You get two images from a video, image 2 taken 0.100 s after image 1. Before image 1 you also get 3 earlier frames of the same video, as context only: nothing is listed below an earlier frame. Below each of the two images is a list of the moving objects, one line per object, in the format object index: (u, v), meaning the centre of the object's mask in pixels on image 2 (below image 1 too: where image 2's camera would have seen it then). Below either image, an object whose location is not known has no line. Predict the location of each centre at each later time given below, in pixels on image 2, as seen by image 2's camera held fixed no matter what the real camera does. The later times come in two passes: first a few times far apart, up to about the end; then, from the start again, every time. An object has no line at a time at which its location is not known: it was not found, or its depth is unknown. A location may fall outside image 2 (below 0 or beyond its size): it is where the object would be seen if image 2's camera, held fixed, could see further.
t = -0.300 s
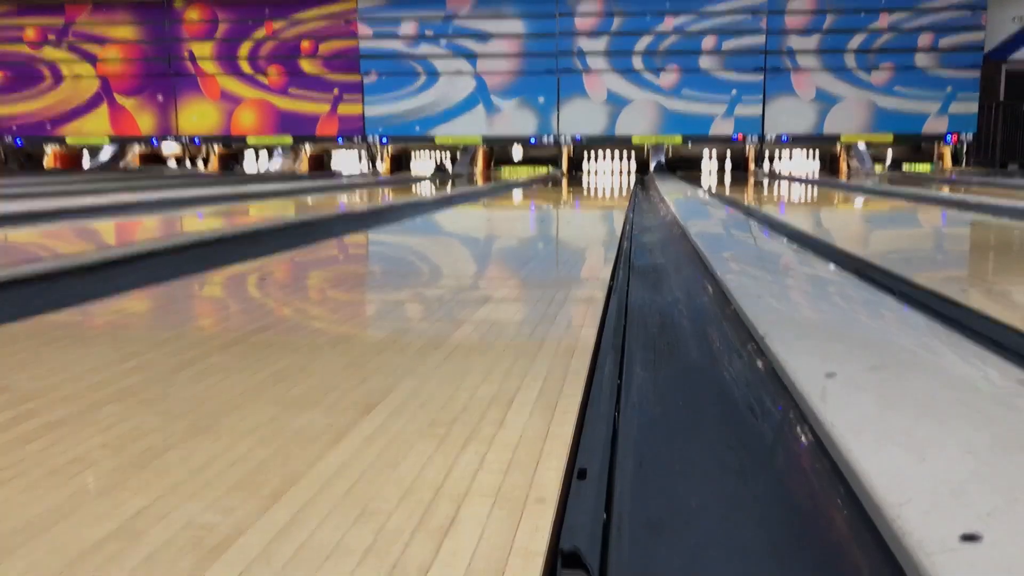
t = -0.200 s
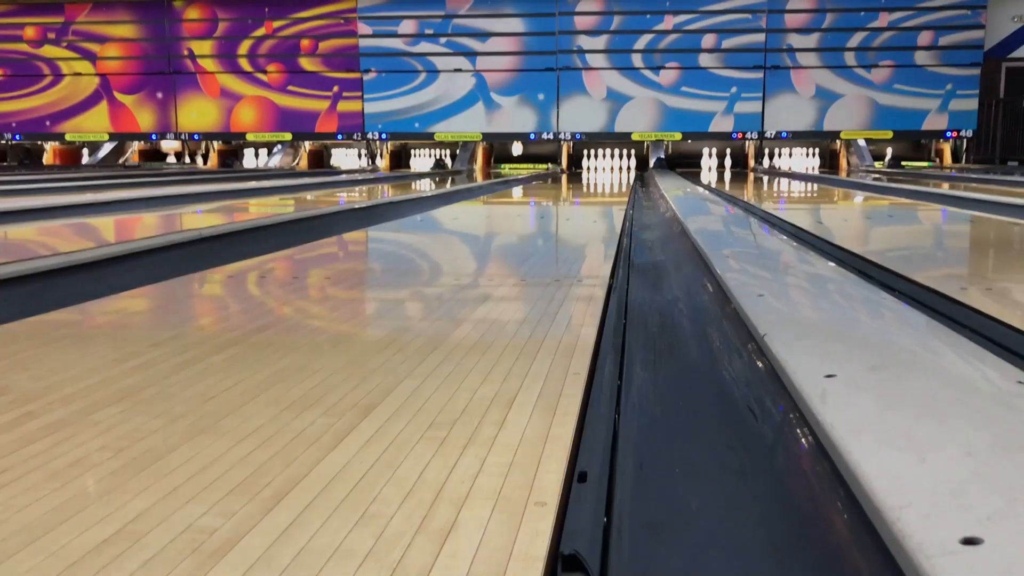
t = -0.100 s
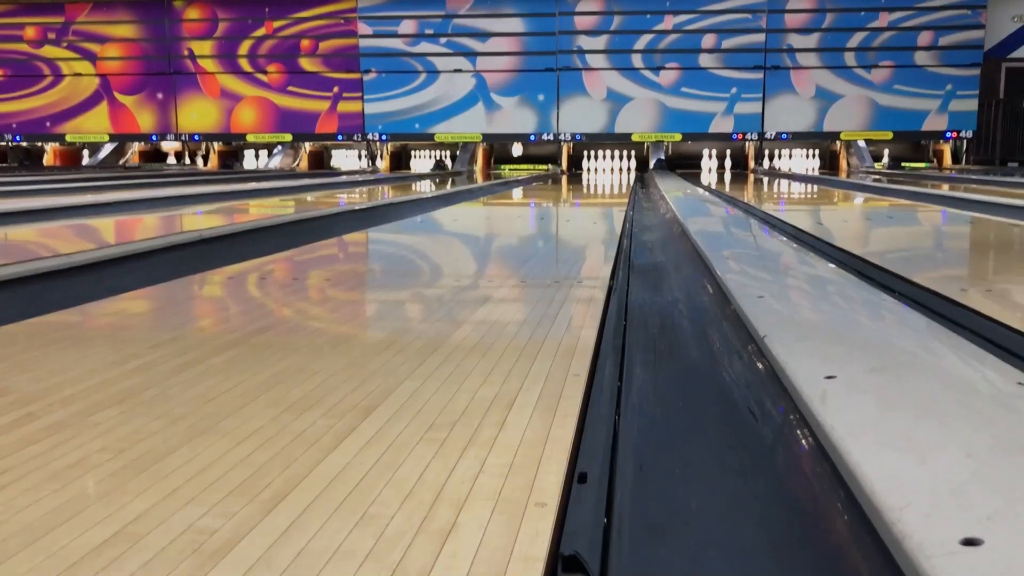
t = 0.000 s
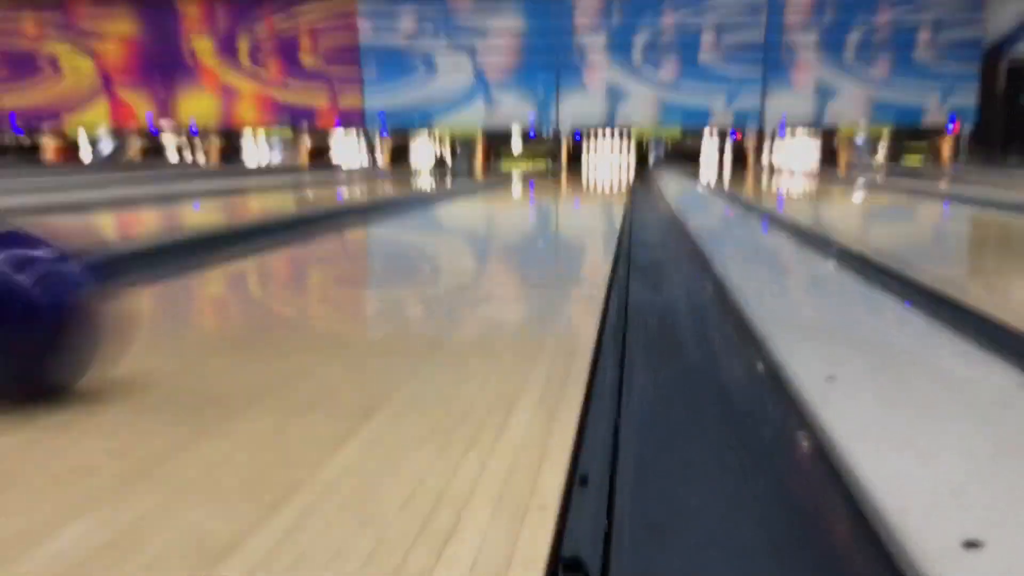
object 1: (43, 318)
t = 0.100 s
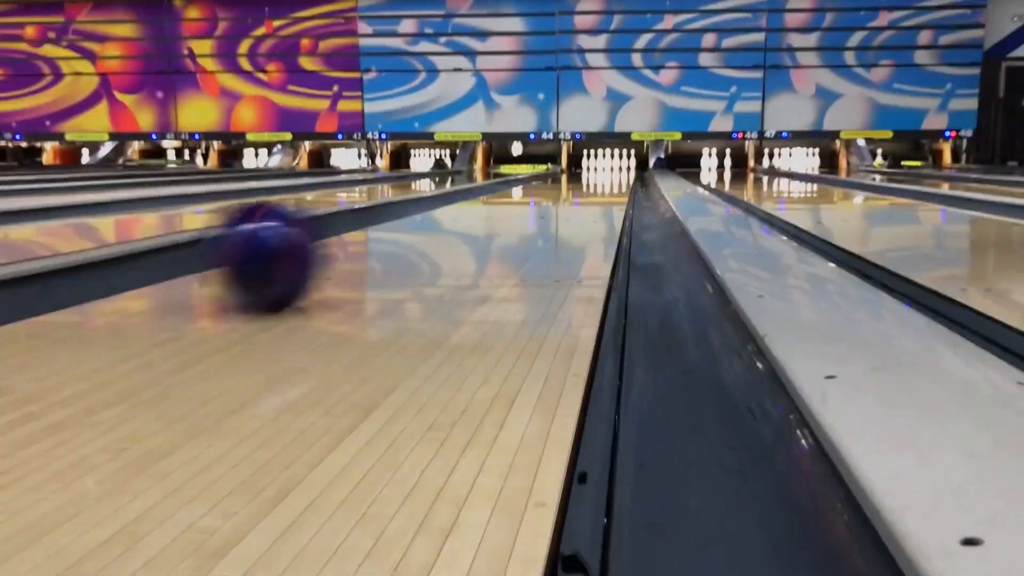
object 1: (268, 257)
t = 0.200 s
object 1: (386, 230)
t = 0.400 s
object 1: (496, 203)
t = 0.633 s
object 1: (555, 188)
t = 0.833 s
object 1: (584, 182)
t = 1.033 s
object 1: (602, 177)
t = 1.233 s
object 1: (614, 174)
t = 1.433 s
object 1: (623, 171)
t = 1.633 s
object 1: (627, 170)
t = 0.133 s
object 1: (315, 243)
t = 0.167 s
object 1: (354, 235)
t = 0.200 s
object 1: (386, 230)
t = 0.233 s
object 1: (412, 224)
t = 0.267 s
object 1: (434, 218)
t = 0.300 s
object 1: (453, 213)
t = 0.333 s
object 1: (469, 209)
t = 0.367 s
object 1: (484, 206)
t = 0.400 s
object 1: (496, 203)
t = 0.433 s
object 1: (507, 200)
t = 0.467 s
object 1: (518, 198)
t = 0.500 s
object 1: (526, 196)
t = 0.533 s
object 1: (535, 194)
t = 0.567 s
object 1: (543, 192)
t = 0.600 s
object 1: (549, 191)
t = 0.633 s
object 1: (555, 188)
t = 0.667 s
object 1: (561, 187)
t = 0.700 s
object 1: (566, 186)
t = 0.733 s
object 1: (571, 185)
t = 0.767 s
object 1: (575, 184)
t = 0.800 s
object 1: (580, 183)
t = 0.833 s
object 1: (584, 182)
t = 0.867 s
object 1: (587, 181)
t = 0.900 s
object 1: (591, 180)
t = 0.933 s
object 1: (594, 179)
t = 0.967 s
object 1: (596, 178)
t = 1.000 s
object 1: (600, 178)
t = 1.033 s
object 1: (602, 177)
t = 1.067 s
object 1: (604, 176)
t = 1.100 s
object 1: (607, 176)
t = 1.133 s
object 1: (609, 175)
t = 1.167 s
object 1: (611, 175)
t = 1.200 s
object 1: (613, 174)
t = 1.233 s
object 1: (614, 174)
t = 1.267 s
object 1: (616, 173)
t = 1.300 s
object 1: (618, 172)
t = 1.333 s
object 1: (619, 173)
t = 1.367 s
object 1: (620, 172)
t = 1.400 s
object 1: (621, 171)
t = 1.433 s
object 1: (623, 171)
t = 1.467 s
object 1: (623, 171)
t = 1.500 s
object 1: (625, 171)
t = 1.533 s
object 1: (626, 170)
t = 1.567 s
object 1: (626, 170)
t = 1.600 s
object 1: (627, 170)
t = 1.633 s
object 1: (627, 170)
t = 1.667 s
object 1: (628, 169)
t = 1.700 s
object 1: (628, 169)
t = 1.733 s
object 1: (629, 169)
